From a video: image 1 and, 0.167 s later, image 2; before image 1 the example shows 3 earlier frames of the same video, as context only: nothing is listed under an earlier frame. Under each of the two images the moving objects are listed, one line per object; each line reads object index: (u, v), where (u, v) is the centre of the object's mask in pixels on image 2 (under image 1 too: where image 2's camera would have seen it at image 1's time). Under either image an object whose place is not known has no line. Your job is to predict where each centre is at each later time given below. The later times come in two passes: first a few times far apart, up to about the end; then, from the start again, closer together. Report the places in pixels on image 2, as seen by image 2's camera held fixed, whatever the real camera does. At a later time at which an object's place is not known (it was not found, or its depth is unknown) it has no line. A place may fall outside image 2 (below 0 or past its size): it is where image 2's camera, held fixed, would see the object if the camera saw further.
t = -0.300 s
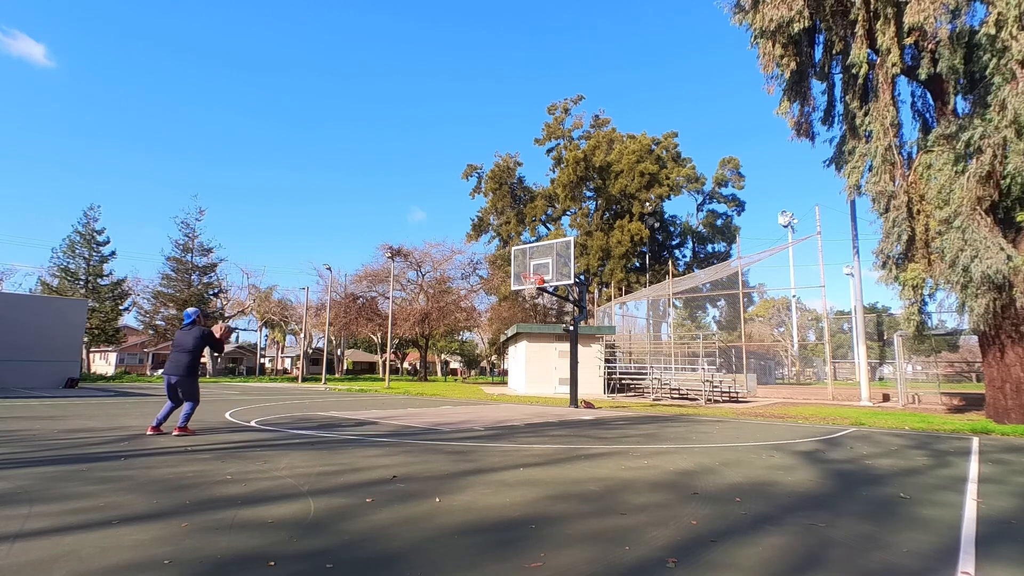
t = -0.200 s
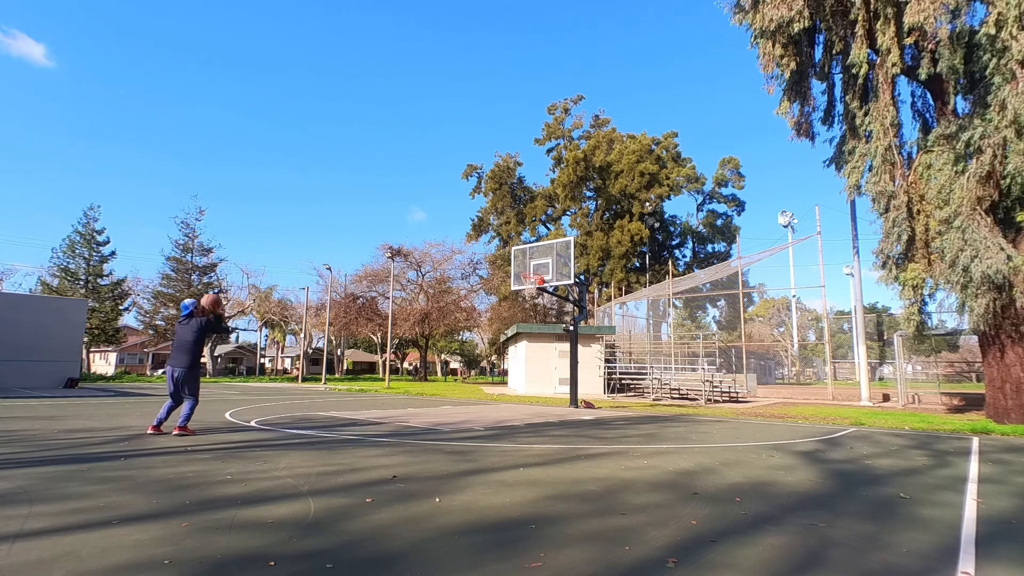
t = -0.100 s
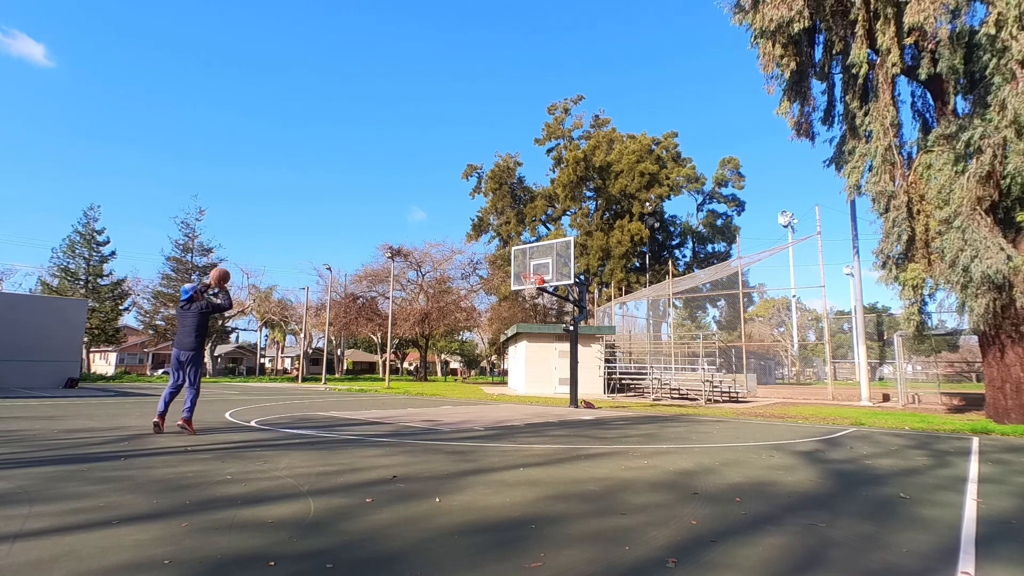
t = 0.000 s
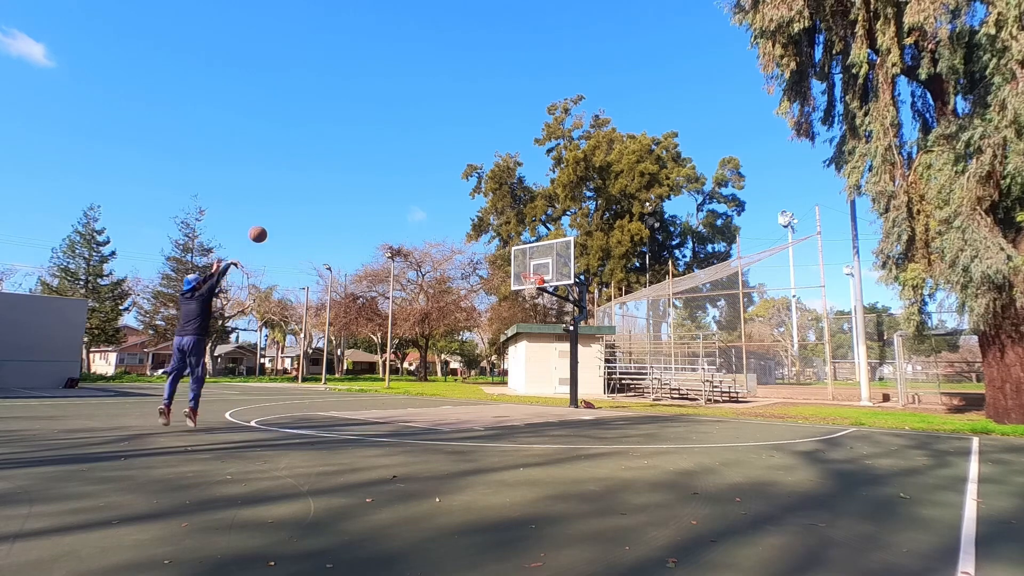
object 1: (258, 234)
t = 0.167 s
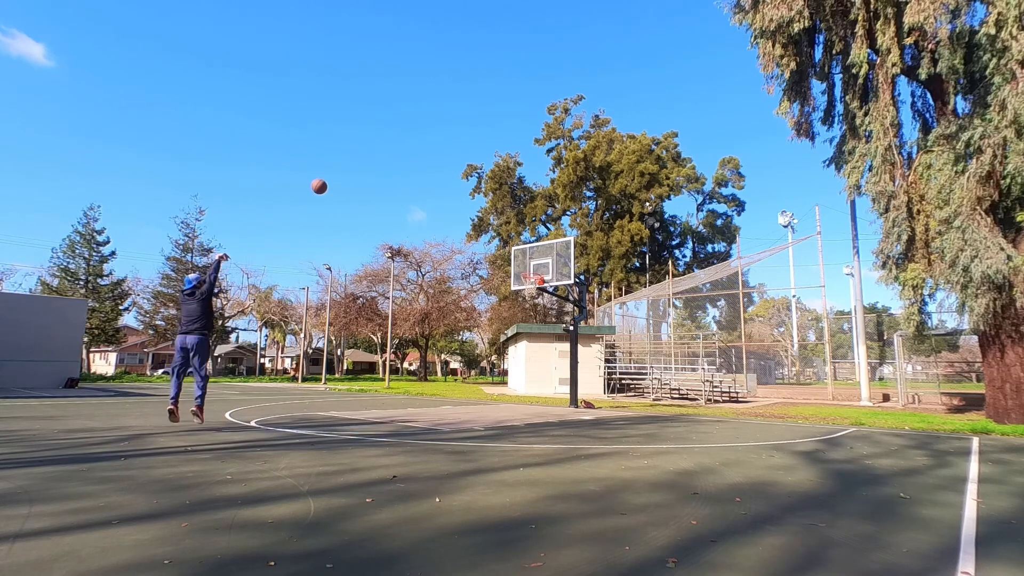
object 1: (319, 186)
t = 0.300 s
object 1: (359, 166)
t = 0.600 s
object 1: (429, 161)
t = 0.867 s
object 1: (475, 191)
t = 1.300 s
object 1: (531, 278)
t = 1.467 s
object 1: (535, 285)
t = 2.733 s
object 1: (554, 360)
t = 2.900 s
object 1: (558, 344)
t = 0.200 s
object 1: (329, 180)
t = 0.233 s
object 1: (340, 174)
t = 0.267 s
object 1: (350, 170)
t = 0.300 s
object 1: (359, 166)
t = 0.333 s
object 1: (368, 163)
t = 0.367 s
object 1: (377, 160)
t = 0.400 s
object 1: (385, 159)
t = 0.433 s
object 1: (393, 157)
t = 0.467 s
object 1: (401, 157)
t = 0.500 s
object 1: (408, 157)
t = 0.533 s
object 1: (415, 158)
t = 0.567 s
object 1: (422, 159)
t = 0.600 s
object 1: (429, 161)
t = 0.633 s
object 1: (435, 163)
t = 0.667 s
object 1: (442, 165)
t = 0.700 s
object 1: (448, 169)
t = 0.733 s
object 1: (454, 172)
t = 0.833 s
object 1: (470, 185)
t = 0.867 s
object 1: (475, 191)
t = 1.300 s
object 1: (531, 278)
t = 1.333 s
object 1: (538, 281)
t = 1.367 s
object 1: (537, 282)
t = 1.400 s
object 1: (536, 285)
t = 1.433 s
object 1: (536, 285)
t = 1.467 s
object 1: (535, 285)
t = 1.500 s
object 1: (532, 282)
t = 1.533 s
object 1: (530, 281)
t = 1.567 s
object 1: (529, 281)
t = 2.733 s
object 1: (554, 360)
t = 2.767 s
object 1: (555, 356)
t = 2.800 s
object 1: (555, 352)
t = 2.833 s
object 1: (556, 349)
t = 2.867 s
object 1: (557, 346)
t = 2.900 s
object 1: (558, 344)
